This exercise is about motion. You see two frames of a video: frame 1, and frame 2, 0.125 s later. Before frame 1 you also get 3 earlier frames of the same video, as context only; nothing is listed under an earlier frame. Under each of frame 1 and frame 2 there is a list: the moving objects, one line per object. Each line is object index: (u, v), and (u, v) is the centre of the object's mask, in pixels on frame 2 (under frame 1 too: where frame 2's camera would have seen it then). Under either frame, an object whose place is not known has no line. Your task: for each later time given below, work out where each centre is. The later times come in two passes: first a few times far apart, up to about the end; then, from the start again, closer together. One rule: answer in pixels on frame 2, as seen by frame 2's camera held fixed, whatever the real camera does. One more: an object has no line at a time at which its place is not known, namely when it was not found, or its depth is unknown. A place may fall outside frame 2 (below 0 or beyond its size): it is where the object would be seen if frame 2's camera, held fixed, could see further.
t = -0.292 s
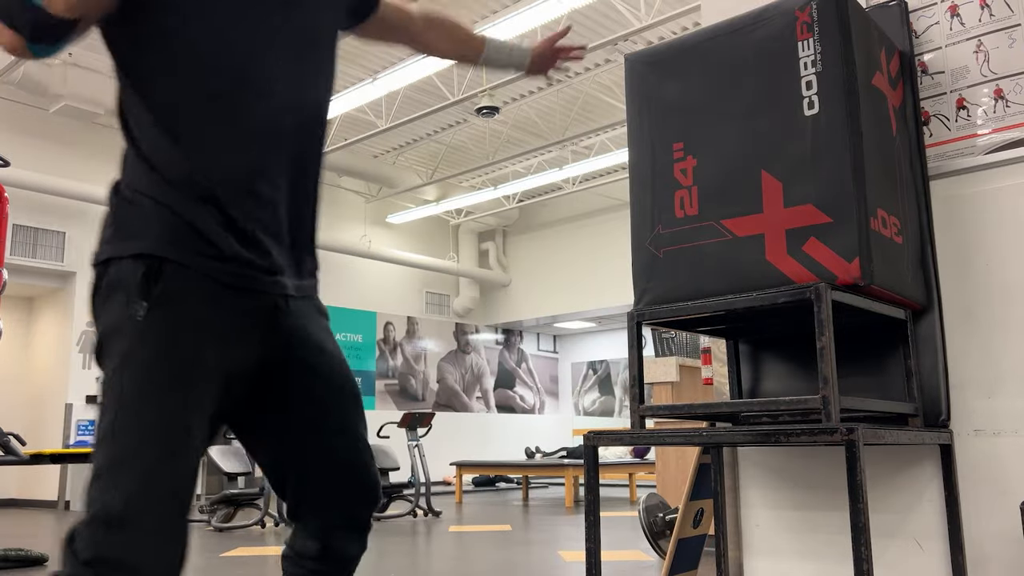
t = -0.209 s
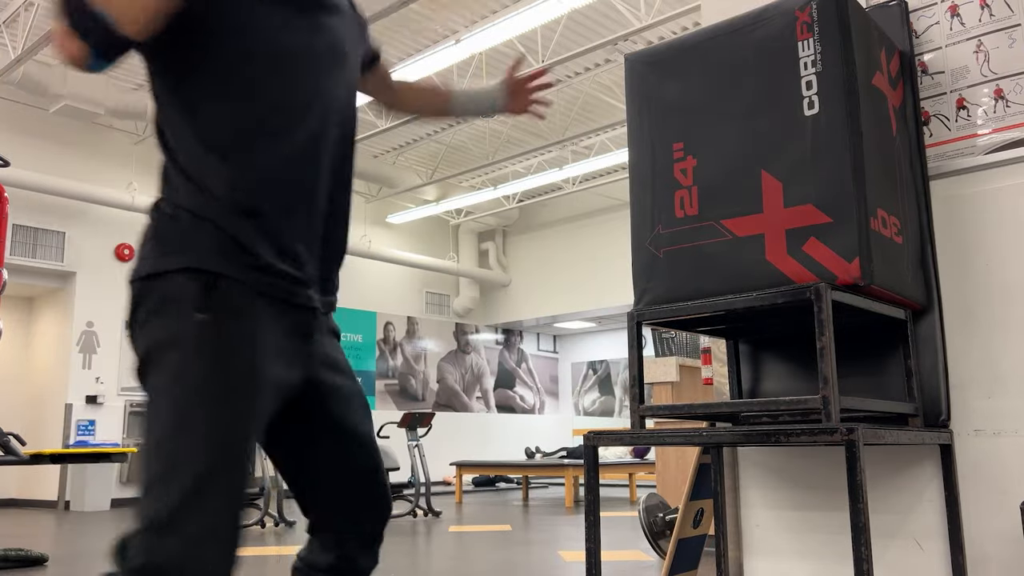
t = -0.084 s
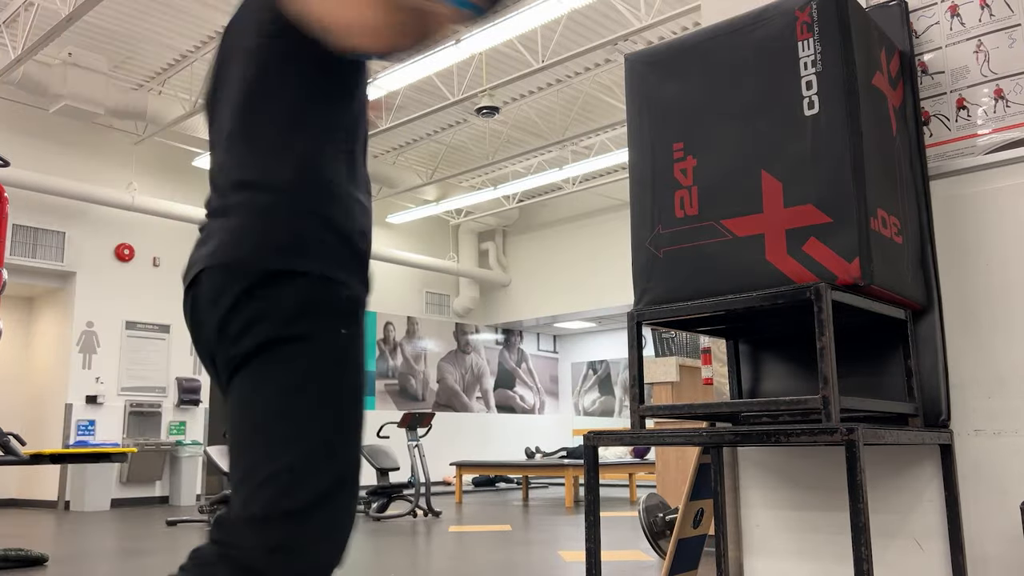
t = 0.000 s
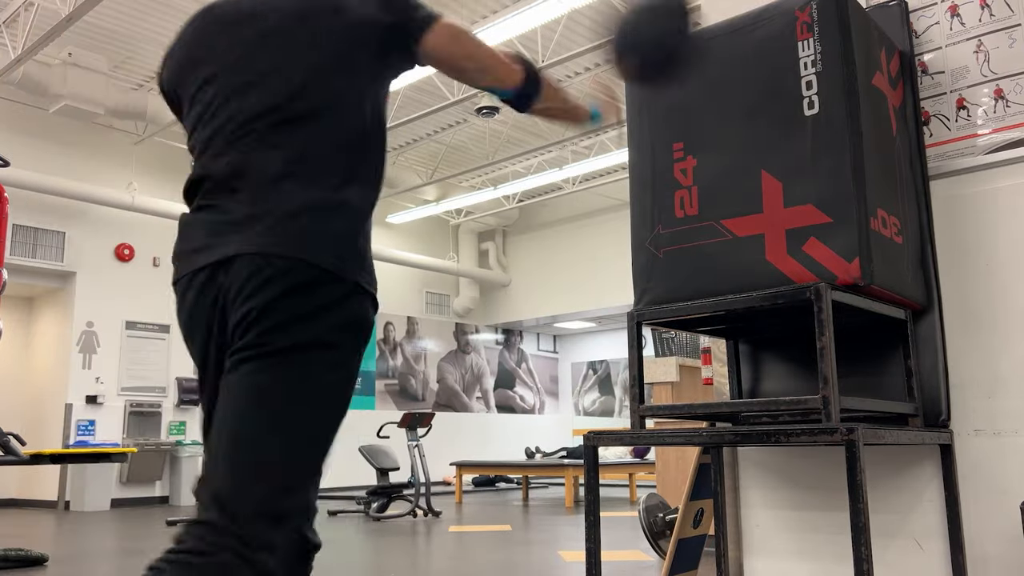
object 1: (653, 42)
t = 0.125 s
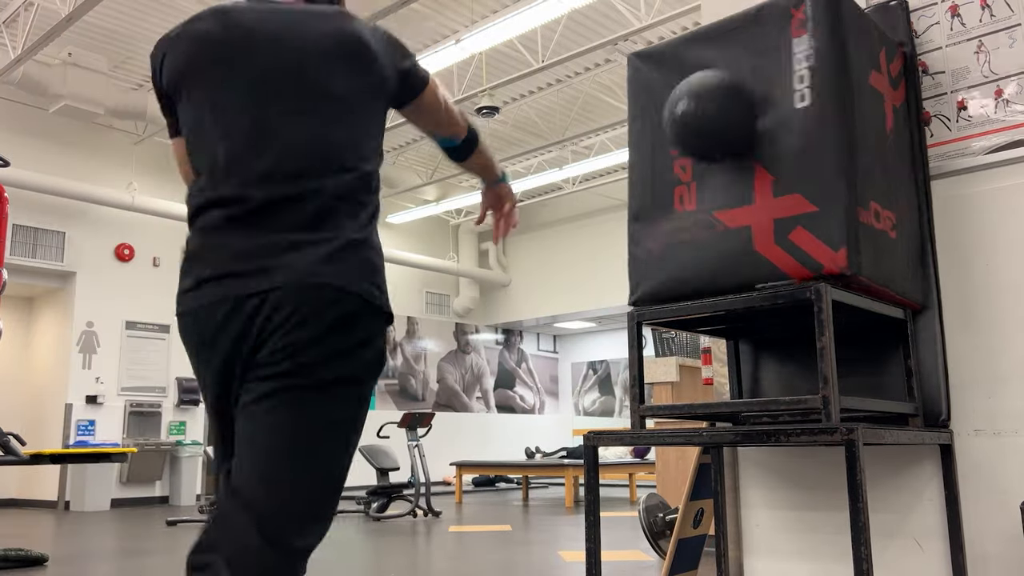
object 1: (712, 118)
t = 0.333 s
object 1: (662, 262)
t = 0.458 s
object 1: (627, 439)
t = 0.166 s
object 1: (700, 132)
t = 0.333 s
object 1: (662, 262)
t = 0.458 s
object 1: (627, 439)
